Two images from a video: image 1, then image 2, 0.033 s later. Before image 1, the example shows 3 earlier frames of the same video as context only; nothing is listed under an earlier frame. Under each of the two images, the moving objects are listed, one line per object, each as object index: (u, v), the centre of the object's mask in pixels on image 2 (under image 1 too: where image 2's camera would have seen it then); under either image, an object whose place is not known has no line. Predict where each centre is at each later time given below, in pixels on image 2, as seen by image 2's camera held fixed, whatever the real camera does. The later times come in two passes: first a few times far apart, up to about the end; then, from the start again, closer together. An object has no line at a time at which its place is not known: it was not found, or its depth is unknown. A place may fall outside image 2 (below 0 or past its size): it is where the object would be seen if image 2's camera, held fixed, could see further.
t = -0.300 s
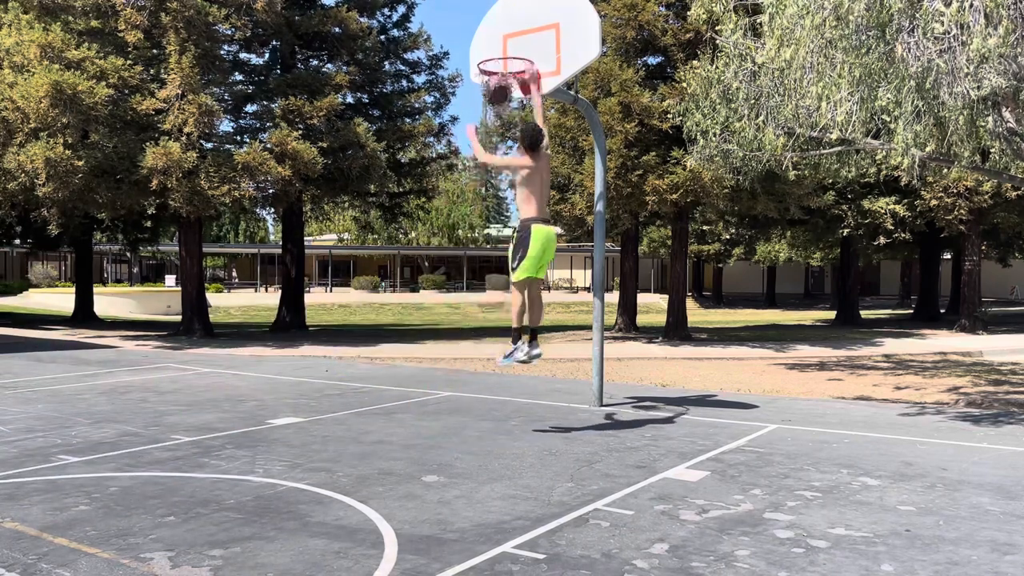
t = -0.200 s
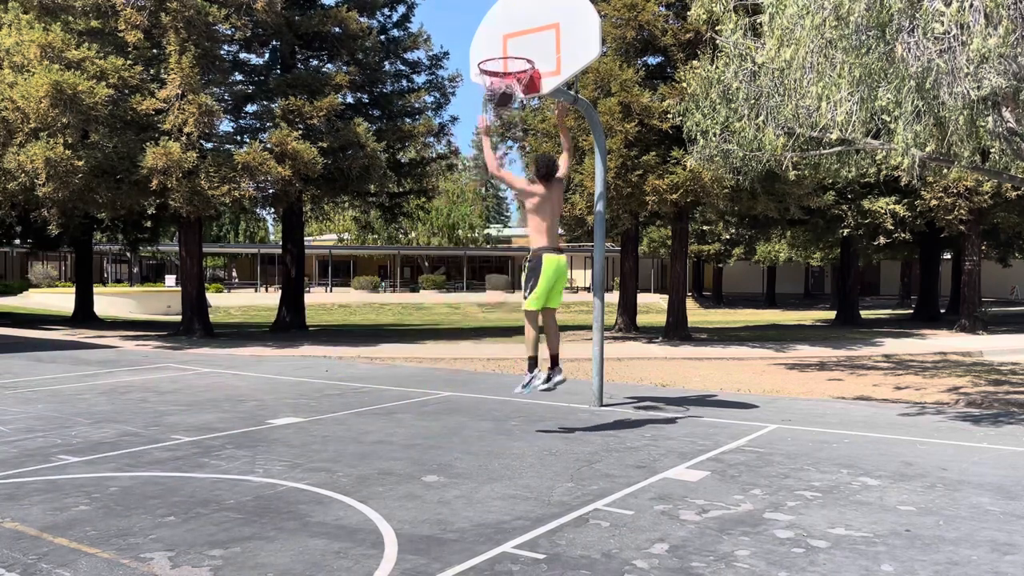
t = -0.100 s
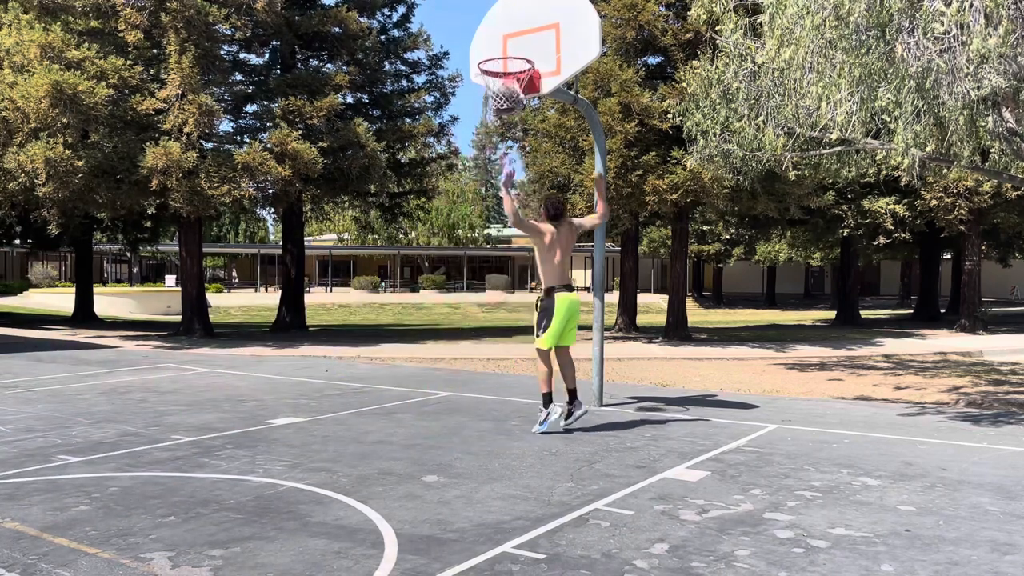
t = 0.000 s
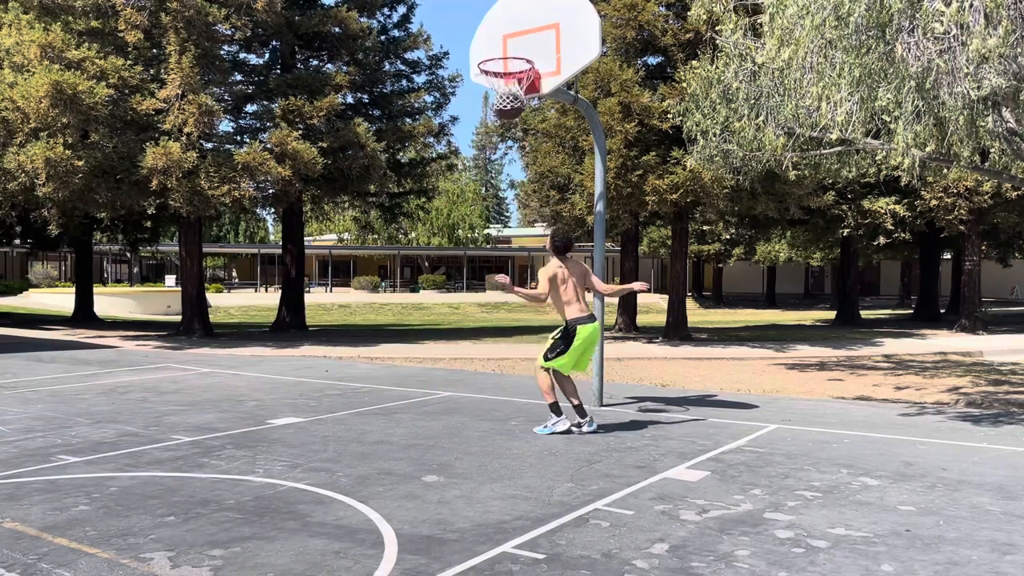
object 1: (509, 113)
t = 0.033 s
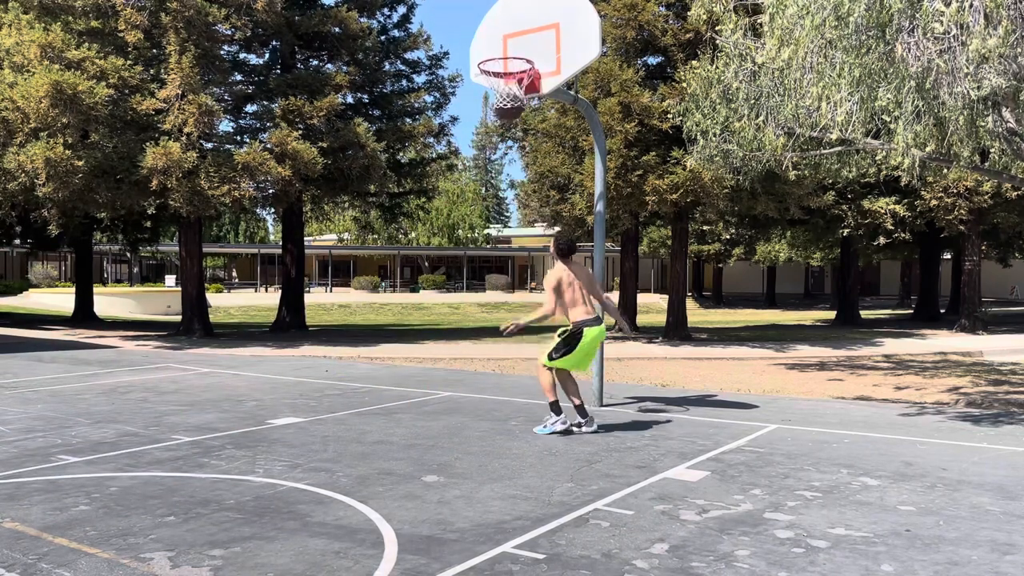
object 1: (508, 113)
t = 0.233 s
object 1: (507, 127)
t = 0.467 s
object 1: (505, 205)
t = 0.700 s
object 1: (502, 340)
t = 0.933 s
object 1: (497, 343)
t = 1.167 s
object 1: (487, 259)
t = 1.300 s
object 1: (482, 237)
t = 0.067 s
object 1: (508, 113)
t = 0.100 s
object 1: (508, 113)
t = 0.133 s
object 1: (508, 114)
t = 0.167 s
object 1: (508, 117)
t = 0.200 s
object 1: (508, 121)
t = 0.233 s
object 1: (507, 127)
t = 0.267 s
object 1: (507, 134)
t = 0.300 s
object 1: (507, 142)
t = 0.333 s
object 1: (506, 153)
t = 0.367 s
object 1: (506, 164)
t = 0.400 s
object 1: (505, 176)
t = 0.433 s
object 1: (505, 190)
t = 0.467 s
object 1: (505, 205)
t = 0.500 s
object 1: (504, 220)
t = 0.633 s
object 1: (502, 295)
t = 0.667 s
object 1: (502, 318)
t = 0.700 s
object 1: (502, 340)
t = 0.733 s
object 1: (502, 364)
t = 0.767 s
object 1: (502, 389)
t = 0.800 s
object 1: (502, 415)
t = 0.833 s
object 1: (500, 399)
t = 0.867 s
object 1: (499, 379)
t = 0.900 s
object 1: (498, 361)
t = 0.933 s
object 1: (497, 343)
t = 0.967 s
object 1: (495, 328)
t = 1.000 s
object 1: (494, 313)
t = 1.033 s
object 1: (493, 300)
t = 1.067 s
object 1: (491, 287)
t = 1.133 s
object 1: (488, 267)
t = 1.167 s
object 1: (487, 259)
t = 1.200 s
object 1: (486, 252)
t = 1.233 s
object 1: (485, 246)
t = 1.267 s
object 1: (483, 241)
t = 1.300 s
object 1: (482, 237)
